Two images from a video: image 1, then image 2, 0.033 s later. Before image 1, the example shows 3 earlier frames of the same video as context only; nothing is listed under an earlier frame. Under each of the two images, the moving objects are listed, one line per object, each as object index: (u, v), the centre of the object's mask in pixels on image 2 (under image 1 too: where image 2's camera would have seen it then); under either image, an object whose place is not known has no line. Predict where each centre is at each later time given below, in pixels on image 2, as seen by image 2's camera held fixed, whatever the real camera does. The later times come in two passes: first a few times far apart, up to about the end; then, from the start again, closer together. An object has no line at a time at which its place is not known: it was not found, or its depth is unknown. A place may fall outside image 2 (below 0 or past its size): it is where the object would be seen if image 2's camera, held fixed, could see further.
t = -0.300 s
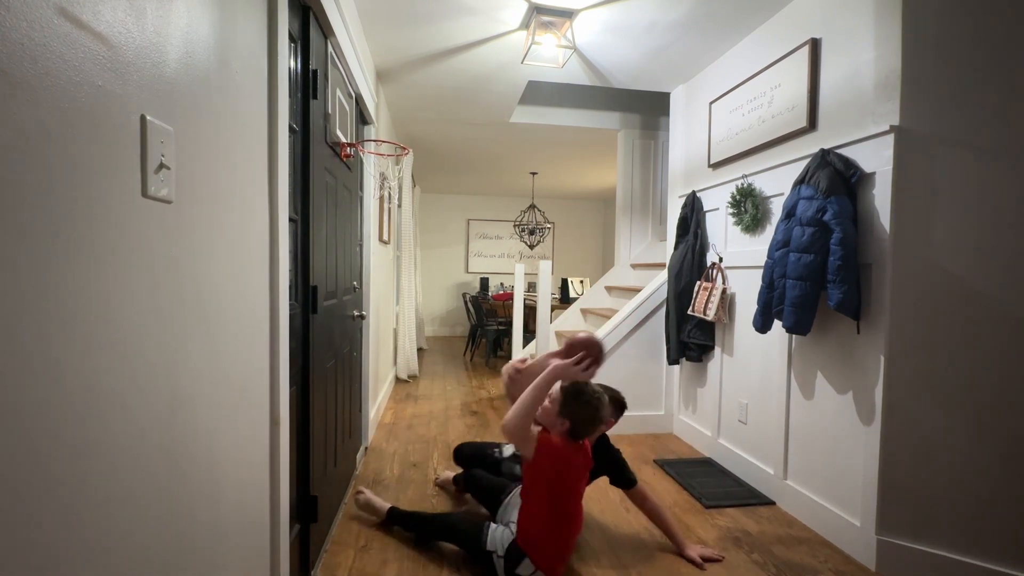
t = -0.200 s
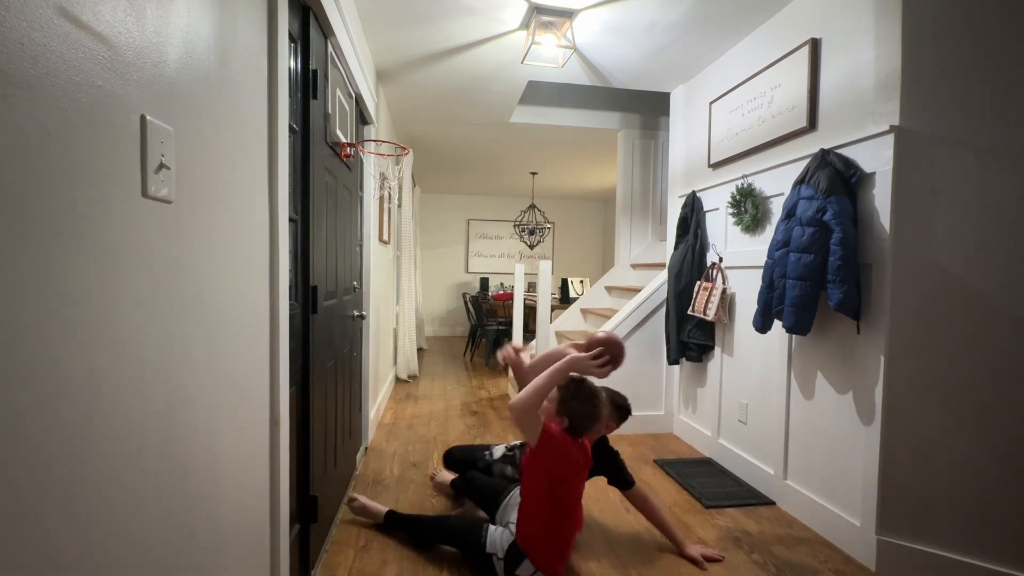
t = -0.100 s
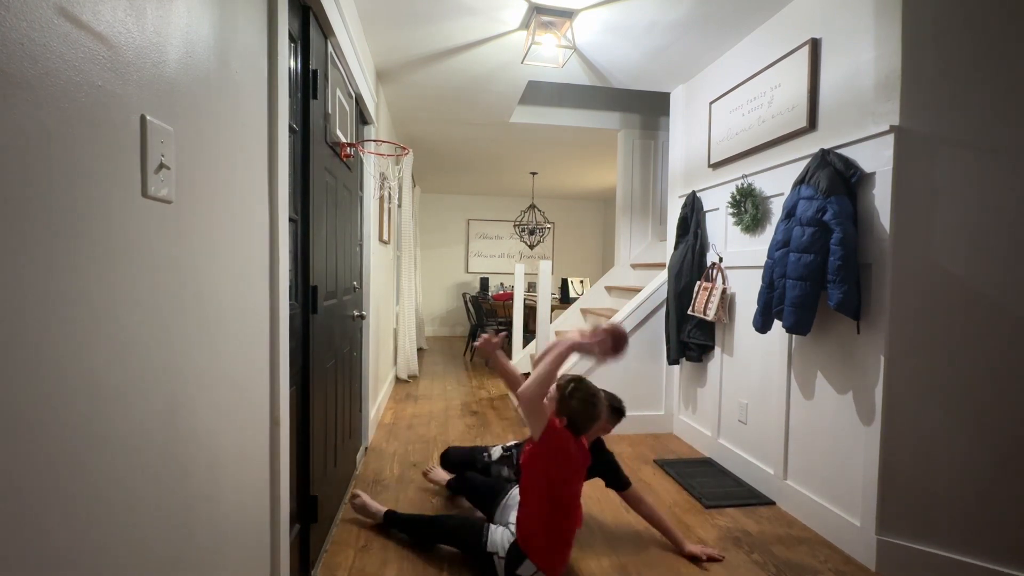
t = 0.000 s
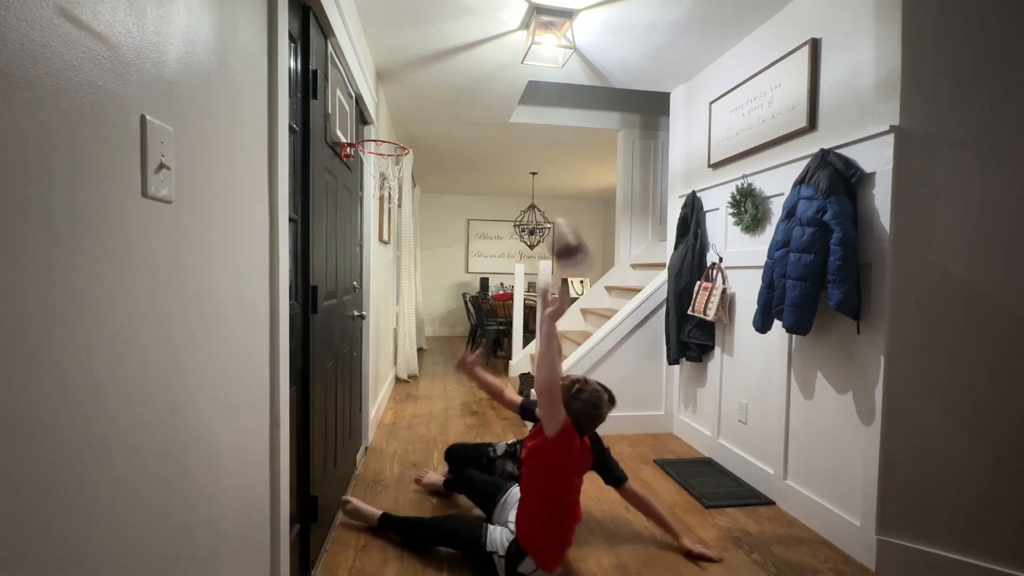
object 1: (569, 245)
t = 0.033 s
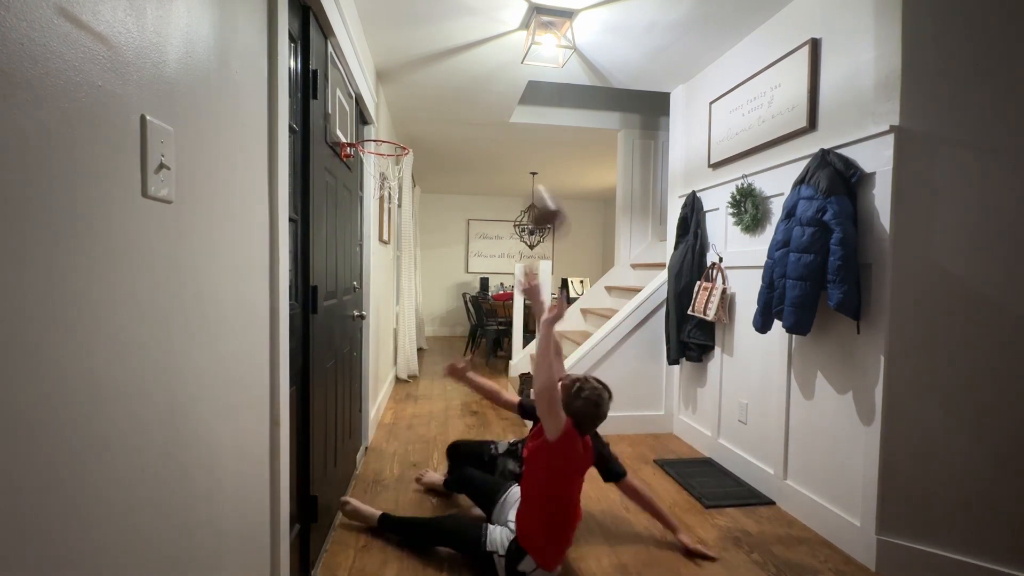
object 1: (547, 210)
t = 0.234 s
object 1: (410, 80)
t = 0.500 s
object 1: (373, 149)
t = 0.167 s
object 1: (446, 102)
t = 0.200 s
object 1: (428, 90)
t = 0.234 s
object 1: (410, 80)
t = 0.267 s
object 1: (393, 73)
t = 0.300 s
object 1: (377, 69)
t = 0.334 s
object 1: (358, 67)
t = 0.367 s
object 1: (356, 77)
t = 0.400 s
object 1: (360, 93)
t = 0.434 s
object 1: (365, 111)
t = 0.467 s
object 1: (369, 128)
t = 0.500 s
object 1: (373, 149)
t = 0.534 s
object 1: (380, 164)
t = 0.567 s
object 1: (389, 180)
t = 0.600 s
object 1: (396, 196)
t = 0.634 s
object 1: (400, 209)
